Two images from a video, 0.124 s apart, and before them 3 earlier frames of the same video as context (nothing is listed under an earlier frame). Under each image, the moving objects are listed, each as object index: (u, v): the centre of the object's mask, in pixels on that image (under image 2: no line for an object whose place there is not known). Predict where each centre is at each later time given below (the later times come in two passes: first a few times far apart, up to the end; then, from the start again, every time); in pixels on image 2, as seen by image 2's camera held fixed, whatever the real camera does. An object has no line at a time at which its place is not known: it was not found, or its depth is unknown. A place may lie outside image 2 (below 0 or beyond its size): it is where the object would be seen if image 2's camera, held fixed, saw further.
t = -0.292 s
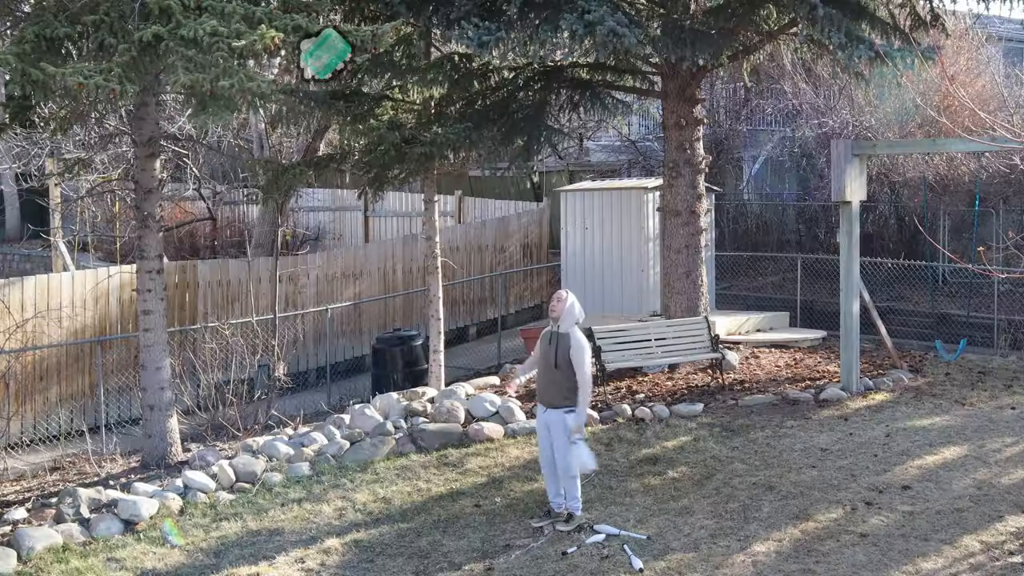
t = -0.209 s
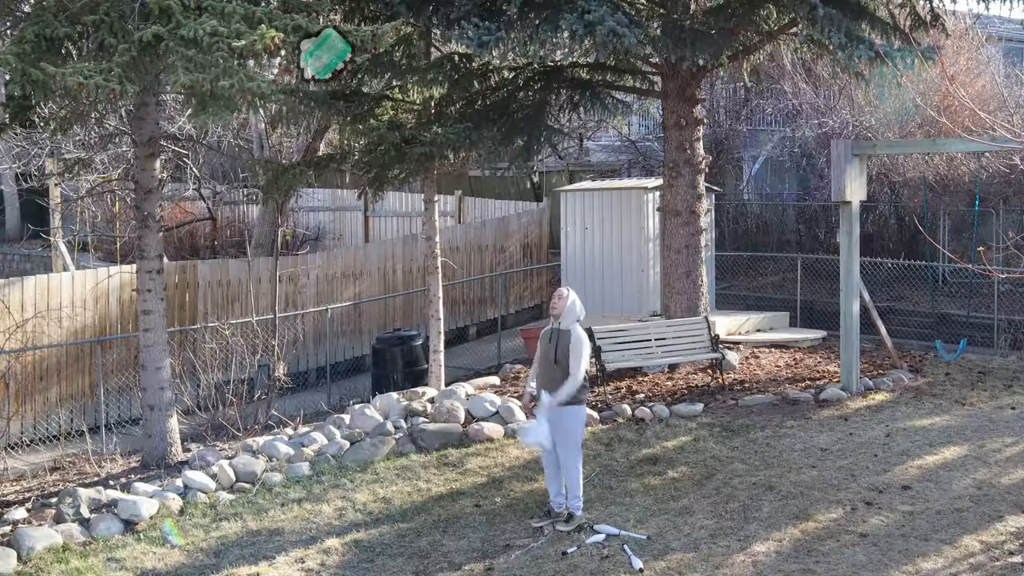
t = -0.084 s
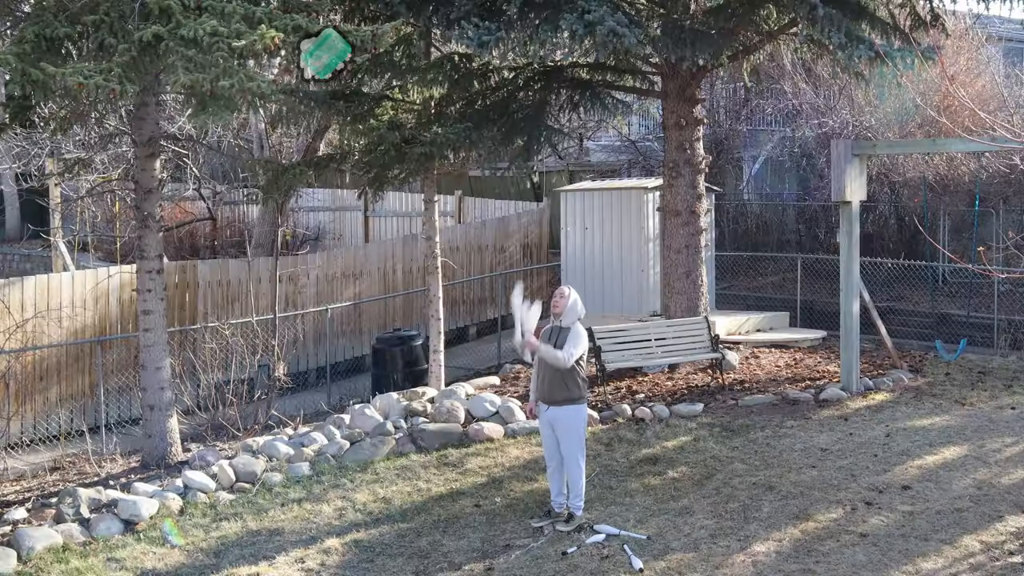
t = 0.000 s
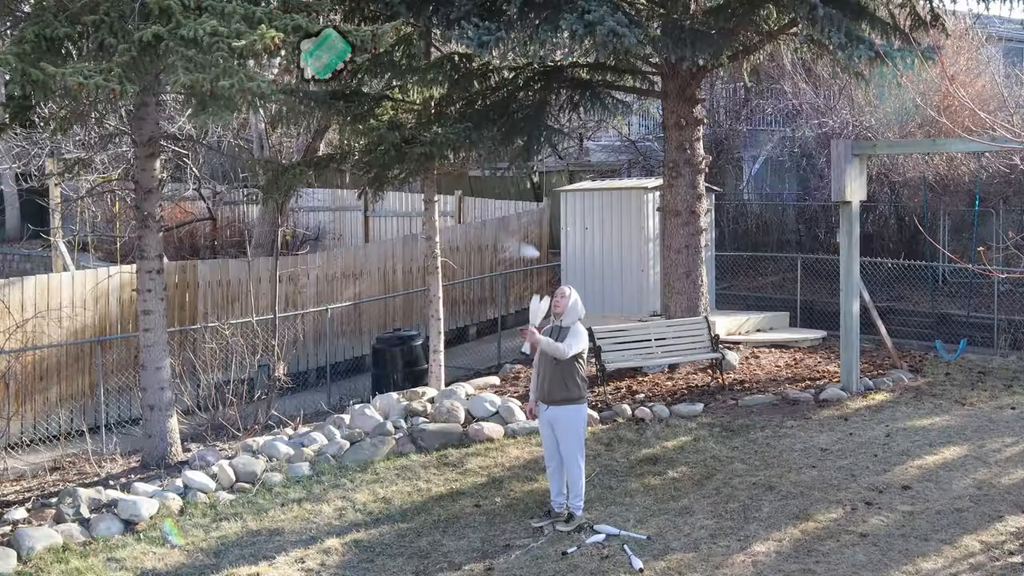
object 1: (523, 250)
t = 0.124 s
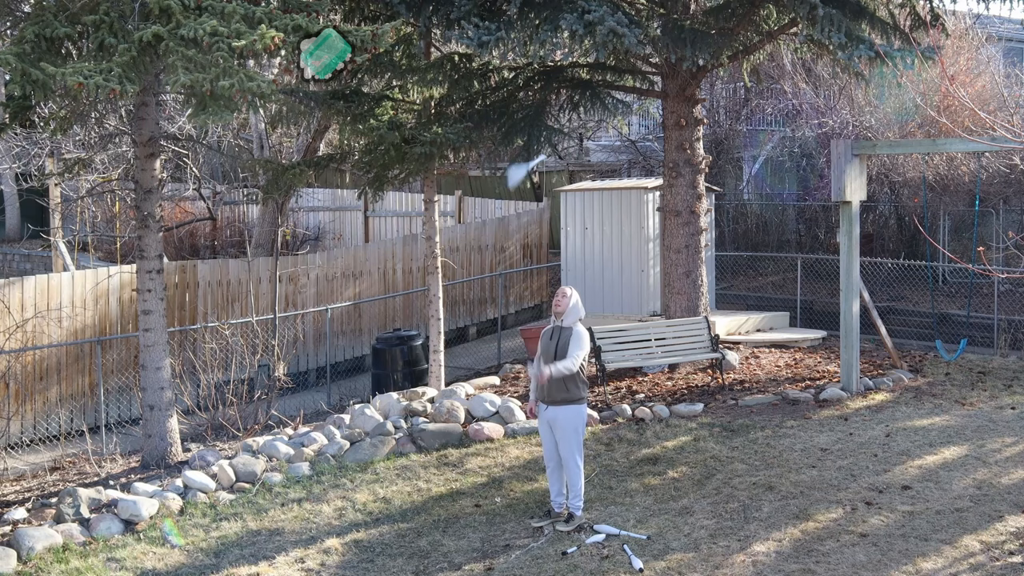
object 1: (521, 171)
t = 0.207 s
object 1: (526, 127)
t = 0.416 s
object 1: (535, 68)
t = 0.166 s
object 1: (523, 146)
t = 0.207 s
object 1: (526, 127)
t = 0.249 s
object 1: (527, 114)
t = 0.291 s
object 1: (526, 99)
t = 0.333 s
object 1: (530, 85)
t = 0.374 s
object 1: (533, 74)
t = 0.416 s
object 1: (535, 68)
